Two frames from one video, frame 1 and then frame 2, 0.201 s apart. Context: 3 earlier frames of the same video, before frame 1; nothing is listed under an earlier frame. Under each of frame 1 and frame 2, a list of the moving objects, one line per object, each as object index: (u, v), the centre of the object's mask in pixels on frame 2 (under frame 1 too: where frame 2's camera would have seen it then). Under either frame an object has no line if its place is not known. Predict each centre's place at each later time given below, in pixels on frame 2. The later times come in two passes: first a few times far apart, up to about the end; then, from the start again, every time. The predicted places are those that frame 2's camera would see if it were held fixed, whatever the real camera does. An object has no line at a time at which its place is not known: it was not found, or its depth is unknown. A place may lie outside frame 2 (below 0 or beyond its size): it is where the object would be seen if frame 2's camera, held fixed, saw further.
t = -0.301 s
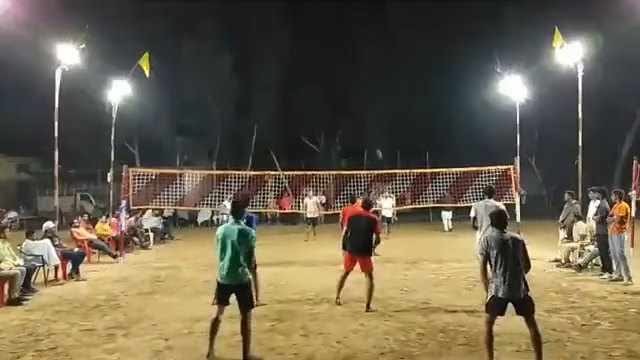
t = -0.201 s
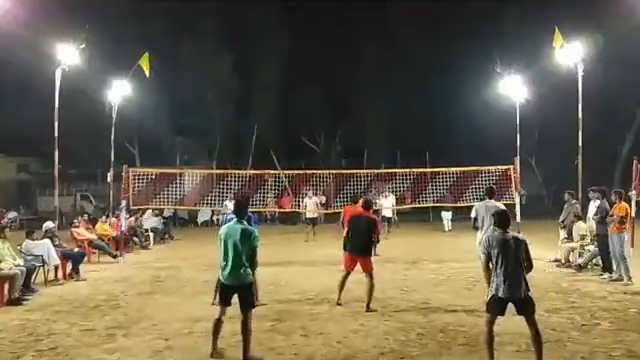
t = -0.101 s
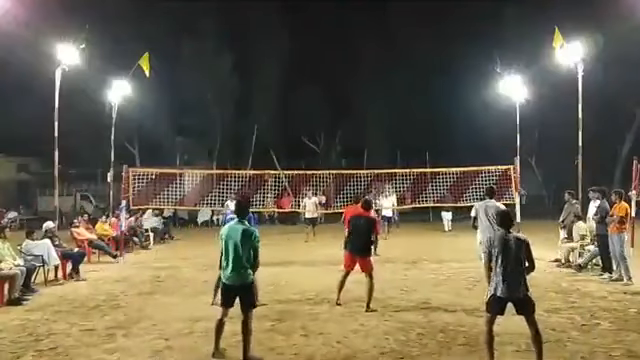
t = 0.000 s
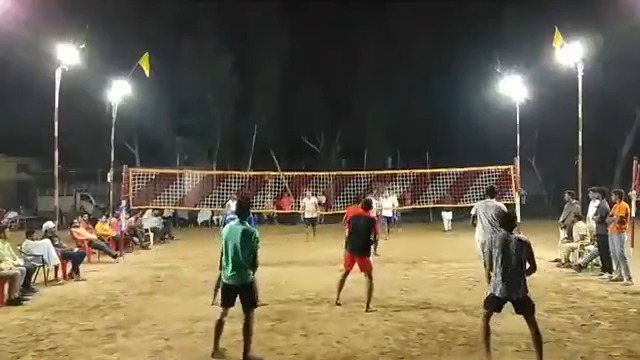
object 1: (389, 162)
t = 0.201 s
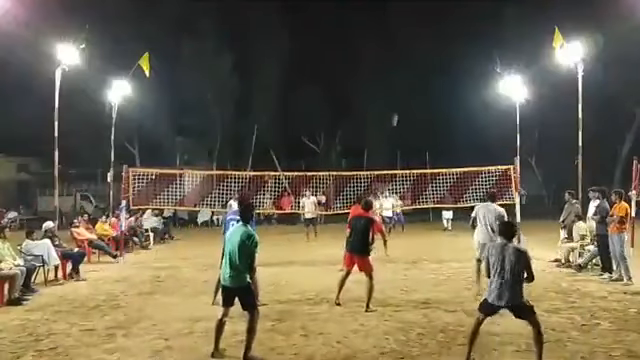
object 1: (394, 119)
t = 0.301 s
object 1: (397, 100)
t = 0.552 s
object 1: (407, 58)
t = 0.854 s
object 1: (420, 22)
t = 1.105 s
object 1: (434, 14)
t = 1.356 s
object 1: (454, 38)
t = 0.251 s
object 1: (396, 109)
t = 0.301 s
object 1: (397, 100)
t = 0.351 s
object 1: (399, 91)
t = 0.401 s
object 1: (401, 83)
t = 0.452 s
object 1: (403, 74)
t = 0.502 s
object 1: (405, 65)
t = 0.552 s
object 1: (407, 58)
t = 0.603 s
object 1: (409, 50)
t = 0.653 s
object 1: (411, 43)
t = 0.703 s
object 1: (413, 37)
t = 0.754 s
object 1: (416, 32)
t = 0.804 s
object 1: (418, 27)
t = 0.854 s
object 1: (420, 22)
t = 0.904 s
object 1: (422, 19)
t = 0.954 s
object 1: (425, 16)
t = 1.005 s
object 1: (428, 14)
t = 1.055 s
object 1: (431, 13)
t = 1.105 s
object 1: (434, 14)
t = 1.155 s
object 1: (438, 15)
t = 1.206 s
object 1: (441, 18)
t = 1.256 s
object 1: (446, 23)
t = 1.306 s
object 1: (449, 29)
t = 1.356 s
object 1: (454, 38)
